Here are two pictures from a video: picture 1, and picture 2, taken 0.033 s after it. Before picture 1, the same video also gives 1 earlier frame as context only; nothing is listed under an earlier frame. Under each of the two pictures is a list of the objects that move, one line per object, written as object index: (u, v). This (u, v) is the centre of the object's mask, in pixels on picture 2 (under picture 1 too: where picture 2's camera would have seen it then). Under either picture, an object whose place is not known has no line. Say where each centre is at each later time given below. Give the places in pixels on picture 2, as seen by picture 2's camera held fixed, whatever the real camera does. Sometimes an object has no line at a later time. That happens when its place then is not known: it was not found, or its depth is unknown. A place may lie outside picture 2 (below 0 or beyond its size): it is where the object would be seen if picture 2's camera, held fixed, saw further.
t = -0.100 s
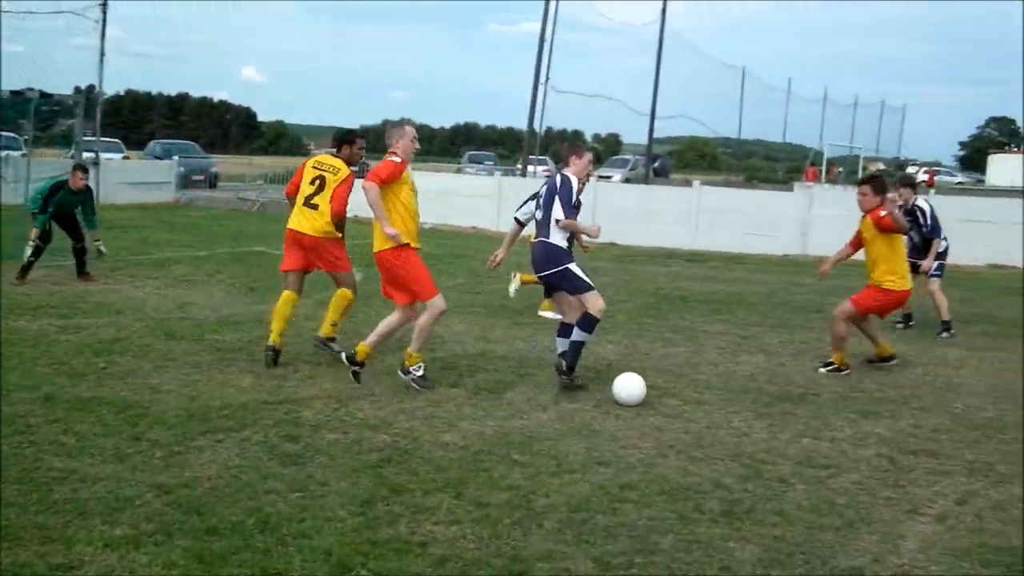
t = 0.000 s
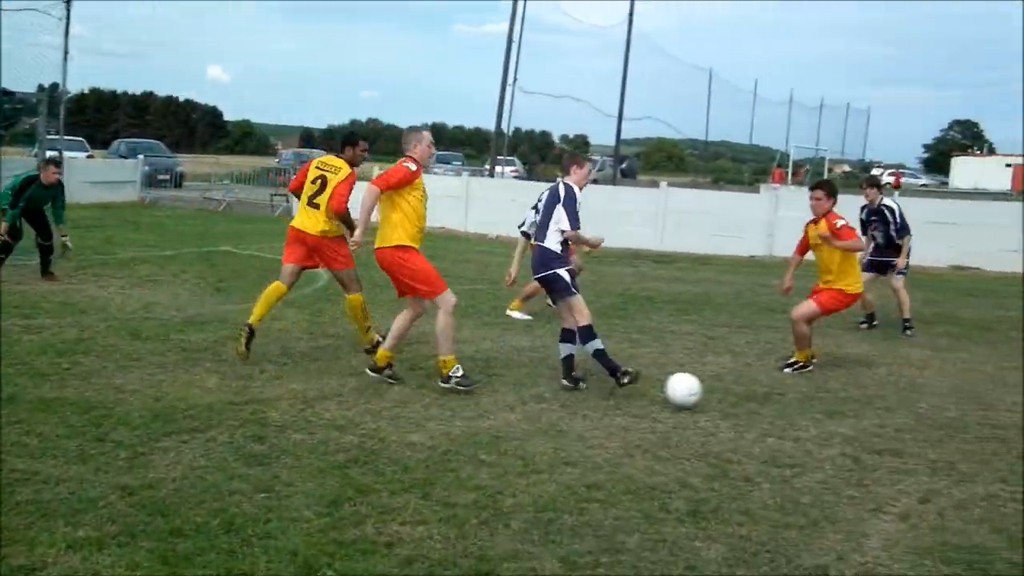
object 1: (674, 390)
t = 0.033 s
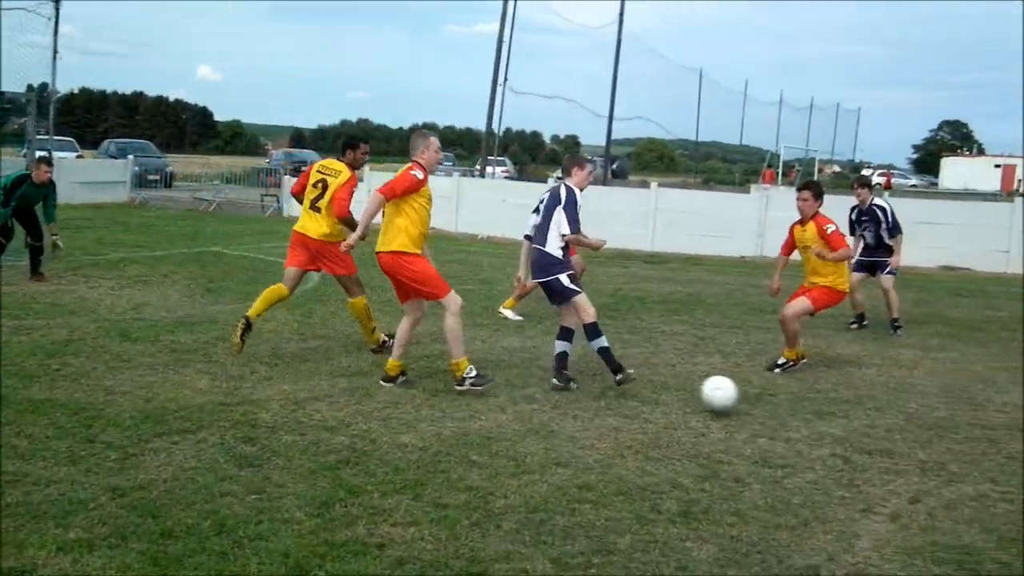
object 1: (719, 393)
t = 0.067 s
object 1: (764, 398)
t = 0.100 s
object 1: (810, 404)
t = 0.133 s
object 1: (857, 412)
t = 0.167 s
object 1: (903, 417)
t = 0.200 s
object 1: (947, 420)
